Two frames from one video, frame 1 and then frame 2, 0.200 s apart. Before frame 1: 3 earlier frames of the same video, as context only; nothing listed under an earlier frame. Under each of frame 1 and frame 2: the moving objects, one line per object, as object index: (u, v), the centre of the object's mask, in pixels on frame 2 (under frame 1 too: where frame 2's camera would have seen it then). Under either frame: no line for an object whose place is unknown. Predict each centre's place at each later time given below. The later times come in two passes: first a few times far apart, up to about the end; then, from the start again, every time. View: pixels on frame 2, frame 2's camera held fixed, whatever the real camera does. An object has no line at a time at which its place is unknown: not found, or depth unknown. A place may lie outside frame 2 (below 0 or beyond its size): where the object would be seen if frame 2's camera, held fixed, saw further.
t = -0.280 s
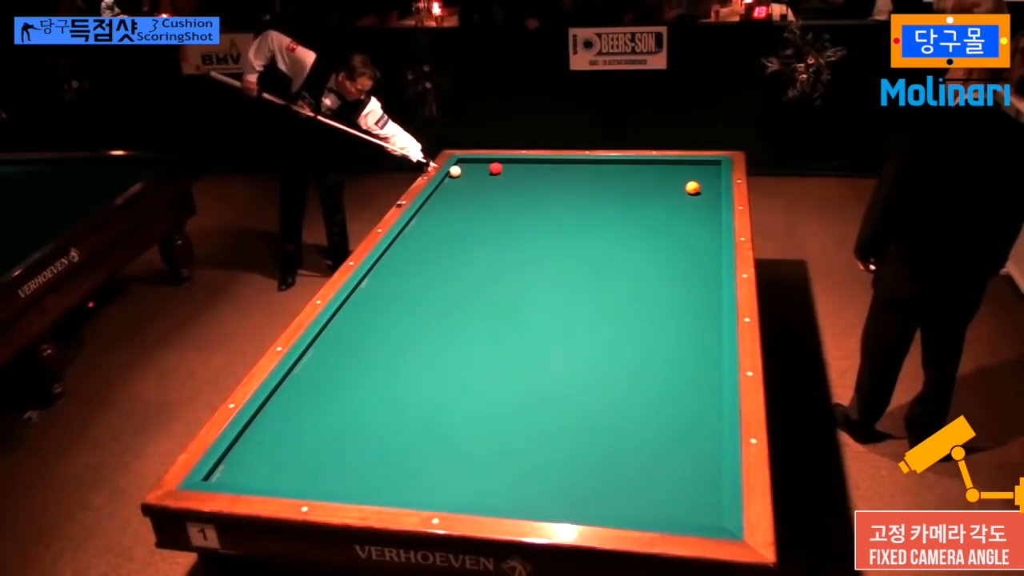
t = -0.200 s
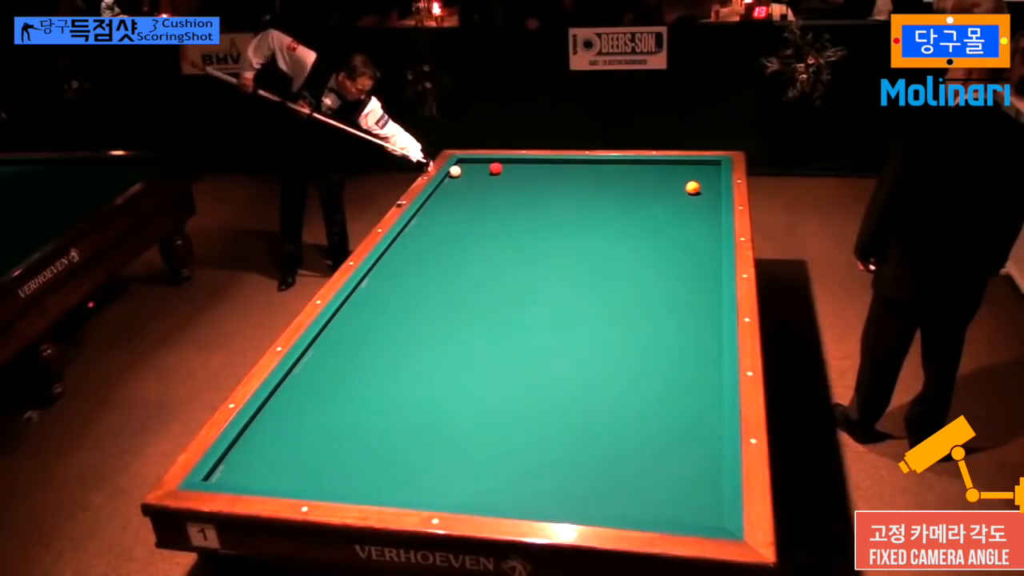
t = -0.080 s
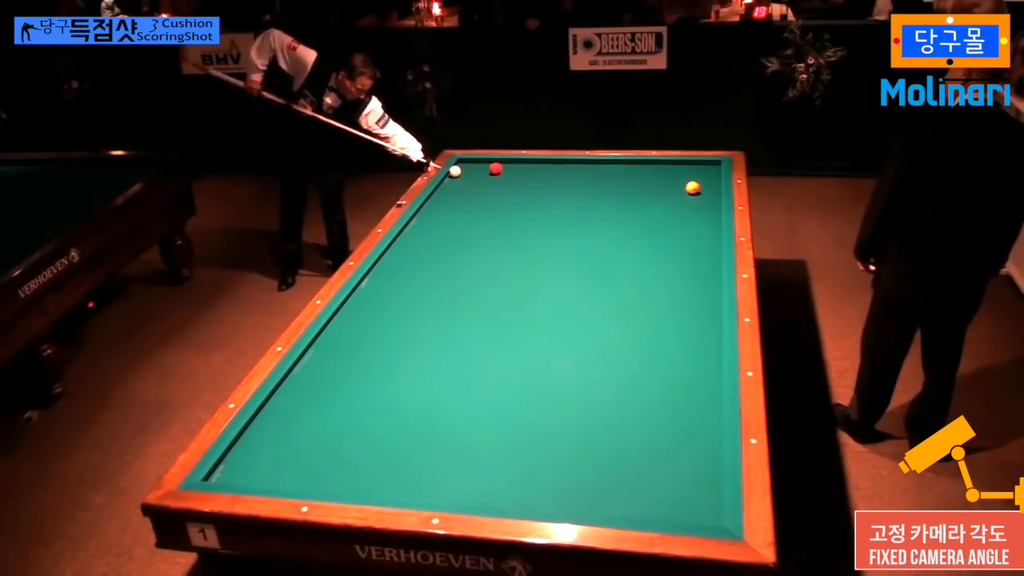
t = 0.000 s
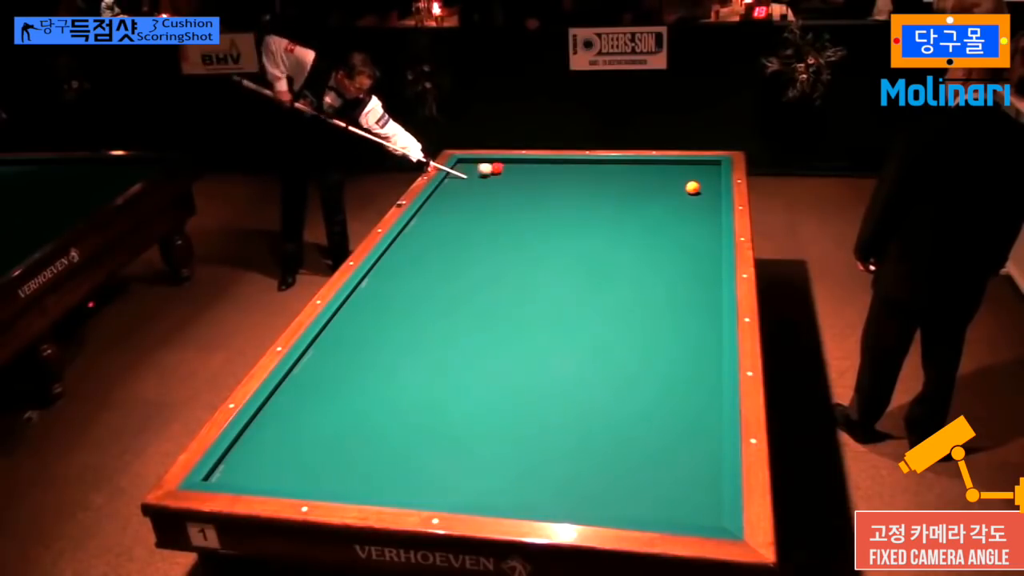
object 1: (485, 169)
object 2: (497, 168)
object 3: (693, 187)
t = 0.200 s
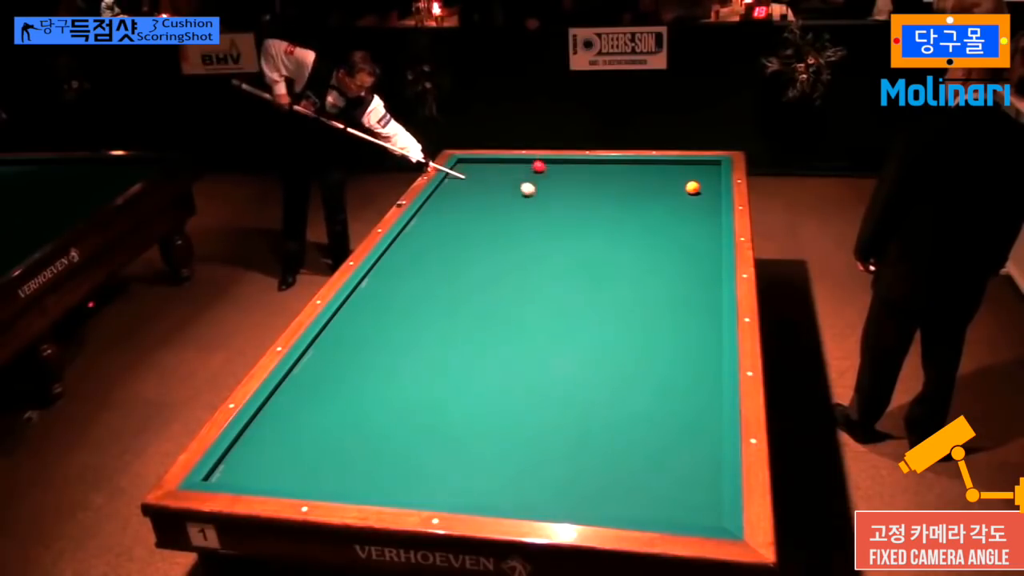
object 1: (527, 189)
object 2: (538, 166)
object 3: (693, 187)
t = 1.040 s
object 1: (713, 294)
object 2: (633, 216)
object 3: (693, 187)
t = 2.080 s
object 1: (472, 456)
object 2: (668, 292)
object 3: (693, 187)
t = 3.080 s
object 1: (353, 317)
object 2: (551, 384)
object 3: (693, 187)
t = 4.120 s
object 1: (509, 241)
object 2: (399, 482)
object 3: (693, 187)
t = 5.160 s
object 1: (619, 187)
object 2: (326, 404)
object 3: (693, 188)
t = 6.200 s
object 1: (702, 171)
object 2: (330, 355)
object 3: (693, 188)
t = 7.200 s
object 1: (690, 184)
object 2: (392, 325)
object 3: (684, 195)
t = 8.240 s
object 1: (675, 187)
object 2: (440, 301)
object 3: (668, 209)
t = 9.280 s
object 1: (671, 188)
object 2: (475, 284)
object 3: (653, 221)
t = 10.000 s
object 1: (670, 188)
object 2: (492, 276)
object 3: (646, 226)
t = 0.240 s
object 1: (535, 193)
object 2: (543, 169)
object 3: (693, 187)
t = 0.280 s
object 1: (543, 197)
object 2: (547, 171)
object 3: (693, 187)
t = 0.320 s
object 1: (551, 201)
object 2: (551, 174)
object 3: (693, 187)
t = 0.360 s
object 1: (558, 206)
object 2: (556, 176)
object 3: (693, 187)
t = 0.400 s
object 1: (566, 210)
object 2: (560, 178)
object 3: (693, 187)
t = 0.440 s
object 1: (573, 214)
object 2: (564, 180)
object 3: (693, 187)
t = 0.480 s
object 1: (581, 219)
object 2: (568, 182)
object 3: (693, 187)
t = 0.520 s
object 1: (589, 223)
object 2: (572, 185)
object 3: (693, 187)
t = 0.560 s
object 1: (597, 228)
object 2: (577, 186)
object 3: (693, 187)
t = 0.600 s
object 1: (606, 232)
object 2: (581, 189)
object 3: (693, 187)
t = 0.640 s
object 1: (615, 237)
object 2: (585, 191)
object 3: (693, 187)
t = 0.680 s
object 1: (624, 242)
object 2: (590, 193)
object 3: (693, 187)
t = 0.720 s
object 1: (633, 247)
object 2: (594, 196)
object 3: (693, 187)
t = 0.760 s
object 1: (642, 252)
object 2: (599, 198)
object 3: (693, 187)
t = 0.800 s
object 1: (652, 258)
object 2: (603, 200)
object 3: (693, 187)
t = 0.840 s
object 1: (662, 263)
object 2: (608, 203)
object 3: (693, 187)
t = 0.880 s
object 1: (673, 269)
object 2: (614, 205)
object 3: (693, 187)
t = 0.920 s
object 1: (683, 275)
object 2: (618, 208)
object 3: (693, 187)
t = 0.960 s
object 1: (694, 281)
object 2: (623, 211)
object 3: (693, 187)
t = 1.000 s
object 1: (705, 287)
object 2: (628, 213)
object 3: (693, 187)
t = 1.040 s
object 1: (713, 294)
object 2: (633, 216)
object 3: (693, 187)
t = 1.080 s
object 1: (704, 301)
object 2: (639, 218)
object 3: (693, 187)
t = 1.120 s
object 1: (695, 308)
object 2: (644, 221)
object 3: (693, 187)
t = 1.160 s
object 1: (686, 315)
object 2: (649, 224)
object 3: (693, 187)
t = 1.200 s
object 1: (677, 323)
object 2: (654, 226)
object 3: (693, 187)
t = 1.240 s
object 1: (669, 330)
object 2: (660, 229)
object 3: (693, 187)
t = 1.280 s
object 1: (662, 339)
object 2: (665, 232)
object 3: (693, 187)
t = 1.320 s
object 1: (654, 347)
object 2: (671, 235)
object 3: (693, 187)
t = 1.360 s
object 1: (646, 355)
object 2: (676, 238)
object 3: (693, 187)
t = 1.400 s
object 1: (638, 364)
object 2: (682, 241)
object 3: (693, 187)
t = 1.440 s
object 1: (630, 373)
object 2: (688, 244)
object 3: (693, 187)
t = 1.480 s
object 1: (621, 382)
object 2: (693, 247)
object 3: (693, 187)
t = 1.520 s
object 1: (613, 392)
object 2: (699, 250)
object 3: (693, 187)
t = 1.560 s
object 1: (603, 402)
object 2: (705, 253)
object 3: (693, 187)
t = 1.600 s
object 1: (594, 412)
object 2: (711, 256)
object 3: (693, 187)
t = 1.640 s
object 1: (584, 423)
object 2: (713, 259)
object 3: (693, 187)
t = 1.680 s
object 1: (574, 434)
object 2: (708, 262)
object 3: (693, 187)
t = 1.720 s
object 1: (564, 445)
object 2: (704, 264)
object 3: (693, 187)
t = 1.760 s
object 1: (553, 457)
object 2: (700, 267)
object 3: (693, 187)
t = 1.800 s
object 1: (542, 469)
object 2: (696, 270)
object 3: (693, 187)
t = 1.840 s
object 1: (531, 482)
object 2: (692, 273)
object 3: (693, 187)
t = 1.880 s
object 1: (519, 494)
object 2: (688, 276)
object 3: (693, 187)
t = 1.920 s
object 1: (507, 497)
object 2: (685, 279)
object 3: (693, 187)
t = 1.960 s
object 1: (498, 488)
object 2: (681, 282)
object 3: (693, 187)
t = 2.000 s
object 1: (489, 476)
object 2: (677, 285)
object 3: (693, 187)
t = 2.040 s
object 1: (480, 466)
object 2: (673, 289)
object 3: (693, 187)
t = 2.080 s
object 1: (472, 456)
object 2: (668, 292)
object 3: (693, 187)
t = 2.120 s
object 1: (464, 447)
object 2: (664, 295)
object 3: (693, 187)
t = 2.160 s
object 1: (456, 439)
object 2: (660, 298)
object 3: (693, 187)
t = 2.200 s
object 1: (448, 432)
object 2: (656, 302)
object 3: (693, 187)
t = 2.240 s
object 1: (441, 425)
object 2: (652, 305)
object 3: (693, 187)
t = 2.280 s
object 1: (433, 419)
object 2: (647, 309)
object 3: (693, 187)
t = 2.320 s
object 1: (426, 412)
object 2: (643, 312)
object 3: (693, 187)
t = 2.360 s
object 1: (419, 406)
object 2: (638, 315)
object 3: (693, 187)
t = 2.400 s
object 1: (412, 400)
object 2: (634, 319)
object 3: (693, 187)
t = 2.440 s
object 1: (406, 394)
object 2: (629, 322)
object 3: (693, 187)
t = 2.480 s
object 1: (399, 388)
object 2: (625, 326)
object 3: (693, 187)
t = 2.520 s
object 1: (393, 382)
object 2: (620, 329)
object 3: (693, 187)
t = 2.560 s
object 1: (387, 377)
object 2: (616, 333)
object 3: (693, 187)
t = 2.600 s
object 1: (381, 371)
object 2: (611, 336)
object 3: (693, 187)
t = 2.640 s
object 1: (375, 366)
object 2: (606, 340)
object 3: (693, 187)
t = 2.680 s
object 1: (369, 361)
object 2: (601, 344)
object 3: (693, 187)
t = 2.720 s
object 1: (364, 356)
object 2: (596, 348)
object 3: (693, 187)
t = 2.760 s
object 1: (358, 351)
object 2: (592, 351)
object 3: (693, 187)
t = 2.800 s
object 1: (353, 346)
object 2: (587, 356)
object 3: (693, 187)
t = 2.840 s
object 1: (348, 341)
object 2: (582, 359)
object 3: (693, 187)
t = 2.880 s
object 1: (343, 337)
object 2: (577, 364)
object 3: (693, 187)
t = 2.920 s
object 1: (338, 332)
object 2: (572, 368)
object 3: (693, 187)
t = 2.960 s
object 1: (333, 328)
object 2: (567, 372)
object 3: (693, 188)
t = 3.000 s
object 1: (336, 323)
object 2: (561, 376)
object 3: (693, 187)
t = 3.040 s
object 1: (345, 320)
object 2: (556, 380)
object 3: (693, 187)
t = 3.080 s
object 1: (353, 317)
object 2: (551, 384)
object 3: (693, 187)
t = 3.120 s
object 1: (361, 313)
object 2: (545, 388)
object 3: (693, 187)
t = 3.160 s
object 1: (368, 310)
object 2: (540, 393)
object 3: (693, 187)
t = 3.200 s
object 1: (374, 306)
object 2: (535, 397)
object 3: (693, 187)
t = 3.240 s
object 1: (381, 303)
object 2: (529, 401)
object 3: (693, 187)
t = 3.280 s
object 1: (388, 299)
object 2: (523, 406)
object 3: (693, 187)
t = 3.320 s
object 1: (395, 296)
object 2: (518, 410)
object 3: (693, 187)
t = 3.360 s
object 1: (402, 293)
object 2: (512, 415)
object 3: (693, 187)
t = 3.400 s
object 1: (408, 290)
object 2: (506, 419)
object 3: (693, 187)
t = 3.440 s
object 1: (415, 287)
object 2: (500, 424)
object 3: (693, 187)
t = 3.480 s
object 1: (421, 284)
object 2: (494, 428)
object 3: (693, 187)
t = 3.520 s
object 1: (427, 281)
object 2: (488, 433)
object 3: (693, 187)
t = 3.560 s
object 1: (433, 278)
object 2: (482, 438)
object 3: (693, 187)
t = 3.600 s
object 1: (439, 275)
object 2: (476, 443)
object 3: (693, 187)
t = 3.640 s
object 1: (445, 272)
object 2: (470, 448)
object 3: (693, 187)
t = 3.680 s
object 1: (451, 269)
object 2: (463, 453)
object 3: (693, 187)
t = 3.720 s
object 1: (456, 266)
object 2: (457, 458)
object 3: (693, 188)
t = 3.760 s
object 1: (462, 264)
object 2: (450, 463)
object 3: (693, 188)
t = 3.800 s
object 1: (468, 261)
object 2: (444, 468)
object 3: (693, 187)
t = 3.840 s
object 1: (473, 258)
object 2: (437, 474)
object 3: (693, 188)
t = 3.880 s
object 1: (479, 256)
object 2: (430, 479)
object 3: (693, 187)
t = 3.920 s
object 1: (484, 253)
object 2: (423, 484)
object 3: (693, 187)
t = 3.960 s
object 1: (489, 250)
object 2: (417, 488)
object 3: (693, 188)
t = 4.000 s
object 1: (495, 248)
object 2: (410, 490)
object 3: (693, 187)
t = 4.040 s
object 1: (500, 245)
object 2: (406, 488)
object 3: (693, 188)
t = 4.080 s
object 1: (504, 243)
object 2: (403, 485)
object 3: (693, 188)
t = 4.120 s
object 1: (509, 241)
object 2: (399, 482)
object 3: (693, 187)
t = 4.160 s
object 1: (515, 238)
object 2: (396, 479)
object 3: (693, 187)
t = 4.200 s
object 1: (519, 236)
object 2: (393, 475)
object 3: (693, 187)
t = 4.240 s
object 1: (524, 233)
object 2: (389, 472)
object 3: (693, 187)
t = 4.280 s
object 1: (529, 231)
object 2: (386, 469)
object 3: (693, 187)
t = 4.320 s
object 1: (533, 229)
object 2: (383, 465)
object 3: (693, 187)
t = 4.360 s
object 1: (538, 227)
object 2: (380, 462)
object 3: (693, 187)
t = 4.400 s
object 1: (543, 224)
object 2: (377, 458)
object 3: (693, 187)
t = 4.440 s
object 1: (547, 222)
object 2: (374, 455)
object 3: (693, 187)
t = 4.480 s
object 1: (552, 220)
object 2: (370, 452)
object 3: (693, 187)
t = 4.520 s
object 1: (556, 218)
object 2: (368, 449)
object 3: (693, 187)
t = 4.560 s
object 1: (560, 216)
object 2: (365, 446)
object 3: (693, 187)
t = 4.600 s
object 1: (564, 214)
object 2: (362, 443)
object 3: (693, 187)
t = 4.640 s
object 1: (569, 212)
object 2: (359, 439)
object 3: (693, 187)
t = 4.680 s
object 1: (573, 210)
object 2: (356, 436)
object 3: (693, 187)
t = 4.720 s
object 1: (577, 208)
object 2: (354, 434)
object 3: (693, 187)
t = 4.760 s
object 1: (581, 206)
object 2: (350, 431)
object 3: (693, 187)
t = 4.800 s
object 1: (585, 204)
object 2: (348, 428)
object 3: (693, 187)
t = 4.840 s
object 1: (589, 202)
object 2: (345, 425)
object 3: (693, 187)
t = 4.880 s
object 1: (593, 200)
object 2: (343, 422)
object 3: (693, 187)
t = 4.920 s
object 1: (597, 198)
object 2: (340, 419)
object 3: (693, 187)
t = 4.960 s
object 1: (601, 196)
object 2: (338, 416)
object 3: (693, 187)
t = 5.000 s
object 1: (604, 194)
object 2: (335, 414)
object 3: (693, 187)
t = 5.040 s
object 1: (608, 192)
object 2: (333, 412)
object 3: (693, 187)
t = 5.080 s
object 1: (612, 191)
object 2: (330, 409)
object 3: (693, 188)
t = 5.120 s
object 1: (616, 189)
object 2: (328, 407)
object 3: (693, 188)
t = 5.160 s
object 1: (619, 187)
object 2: (326, 404)
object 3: (693, 188)
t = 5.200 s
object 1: (623, 185)
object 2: (324, 402)
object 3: (693, 188)
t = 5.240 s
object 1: (626, 184)
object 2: (322, 400)
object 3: (693, 188)
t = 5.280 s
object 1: (630, 182)
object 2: (319, 398)
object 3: (693, 188)
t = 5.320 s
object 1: (633, 180)
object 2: (317, 395)
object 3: (693, 188)
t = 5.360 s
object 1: (637, 179)
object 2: (315, 393)
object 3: (693, 188)
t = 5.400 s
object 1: (640, 177)
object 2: (313, 390)
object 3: (693, 188)
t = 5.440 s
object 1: (644, 175)
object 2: (311, 388)
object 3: (693, 188)
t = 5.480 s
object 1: (647, 173)
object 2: (309, 386)
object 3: (693, 188)
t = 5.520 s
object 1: (650, 172)
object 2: (307, 384)
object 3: (693, 188)
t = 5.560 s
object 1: (653, 170)
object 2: (305, 381)
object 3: (693, 188)
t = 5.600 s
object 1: (657, 169)
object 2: (303, 379)
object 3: (693, 188)
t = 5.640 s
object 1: (660, 167)
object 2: (301, 377)
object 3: (693, 188)
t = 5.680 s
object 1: (663, 166)
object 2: (299, 375)
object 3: (693, 188)
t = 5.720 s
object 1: (666, 164)
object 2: (297, 373)
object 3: (693, 187)
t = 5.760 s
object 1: (669, 163)
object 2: (297, 371)
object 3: (693, 188)
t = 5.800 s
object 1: (671, 162)
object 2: (300, 369)
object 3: (693, 187)
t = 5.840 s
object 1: (674, 163)
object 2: (303, 368)
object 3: (693, 188)
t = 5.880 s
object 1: (677, 164)
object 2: (306, 366)
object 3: (693, 188)
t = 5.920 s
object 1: (680, 165)
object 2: (309, 365)
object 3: (693, 188)
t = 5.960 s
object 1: (683, 166)
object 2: (312, 363)
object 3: (693, 188)
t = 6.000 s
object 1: (686, 167)
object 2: (316, 362)
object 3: (693, 188)
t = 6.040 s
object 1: (690, 168)
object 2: (318, 360)
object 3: (693, 188)
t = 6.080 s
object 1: (692, 168)
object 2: (321, 359)
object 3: (693, 188)
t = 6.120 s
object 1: (695, 169)
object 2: (324, 357)
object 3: (693, 188)
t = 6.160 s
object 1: (699, 170)
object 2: (327, 356)
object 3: (693, 188)
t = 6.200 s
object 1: (702, 171)
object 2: (330, 355)
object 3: (693, 188)
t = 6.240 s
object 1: (705, 172)
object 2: (333, 353)
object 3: (693, 187)
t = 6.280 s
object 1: (708, 173)
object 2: (336, 352)
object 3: (693, 187)
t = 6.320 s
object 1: (710, 174)
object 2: (338, 350)
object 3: (693, 187)
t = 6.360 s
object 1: (713, 175)
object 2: (341, 349)
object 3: (693, 187)
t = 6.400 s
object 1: (714, 176)
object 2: (343, 348)
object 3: (693, 187)
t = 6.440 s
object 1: (713, 177)
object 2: (346, 347)
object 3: (693, 187)
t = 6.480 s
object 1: (711, 178)
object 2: (349, 345)
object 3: (693, 187)
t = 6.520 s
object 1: (709, 178)
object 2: (352, 344)
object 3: (693, 187)
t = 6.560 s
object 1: (708, 179)
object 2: (354, 343)
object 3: (693, 188)
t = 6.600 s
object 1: (706, 180)
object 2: (357, 342)
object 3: (692, 188)
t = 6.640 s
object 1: (704, 181)
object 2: (359, 340)
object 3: (692, 188)
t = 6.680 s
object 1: (703, 182)
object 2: (362, 339)
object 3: (692, 188)
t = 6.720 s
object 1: (701, 182)
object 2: (364, 338)
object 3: (692, 188)
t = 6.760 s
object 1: (700, 182)
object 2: (366, 337)
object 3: (692, 188)
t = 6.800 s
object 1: (699, 183)
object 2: (369, 336)
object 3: (691, 188)
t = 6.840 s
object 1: (698, 183)
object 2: (371, 335)
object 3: (691, 189)
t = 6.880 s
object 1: (697, 183)
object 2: (374, 333)
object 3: (690, 190)
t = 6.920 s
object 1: (696, 183)
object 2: (376, 332)
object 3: (690, 190)
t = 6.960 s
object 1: (695, 183)
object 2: (378, 331)
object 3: (689, 191)
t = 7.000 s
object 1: (694, 183)
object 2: (381, 330)
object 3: (688, 191)
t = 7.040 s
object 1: (694, 183)
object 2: (383, 329)
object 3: (688, 192)
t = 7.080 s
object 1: (693, 184)
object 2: (385, 328)
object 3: (687, 192)
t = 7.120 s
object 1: (692, 184)
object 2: (387, 327)
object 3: (686, 193)
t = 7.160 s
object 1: (691, 184)
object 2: (389, 326)
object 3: (685, 194)
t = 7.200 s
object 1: (690, 184)
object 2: (392, 325)
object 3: (684, 195)
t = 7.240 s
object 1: (689, 184)
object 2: (394, 324)
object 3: (683, 195)
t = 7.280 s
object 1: (688, 185)
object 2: (396, 323)
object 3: (683, 196)
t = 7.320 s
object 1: (687, 185)
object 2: (398, 322)
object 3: (682, 196)
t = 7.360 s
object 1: (687, 185)
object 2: (400, 321)
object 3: (682, 197)
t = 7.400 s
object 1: (686, 185)
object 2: (402, 320)
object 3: (681, 197)
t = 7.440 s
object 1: (685, 186)
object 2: (404, 319)
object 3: (681, 198)
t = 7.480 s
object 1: (685, 186)
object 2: (406, 318)
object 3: (680, 199)
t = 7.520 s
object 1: (684, 186)
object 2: (408, 317)
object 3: (680, 199)
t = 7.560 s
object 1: (683, 186)
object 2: (410, 316)
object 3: (679, 200)
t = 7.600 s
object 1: (683, 186)
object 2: (412, 315)
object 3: (677, 200)
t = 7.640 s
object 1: (682, 186)
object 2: (414, 314)
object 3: (677, 201)
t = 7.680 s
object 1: (682, 186)
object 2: (416, 313)
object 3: (676, 201)
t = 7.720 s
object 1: (681, 186)
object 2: (418, 312)
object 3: (676, 202)
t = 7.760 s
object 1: (681, 187)
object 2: (419, 311)
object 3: (675, 202)
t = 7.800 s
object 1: (680, 187)
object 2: (421, 310)
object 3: (674, 203)
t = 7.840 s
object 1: (680, 187)
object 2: (423, 310)
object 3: (674, 204)
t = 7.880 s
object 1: (679, 187)
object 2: (425, 309)
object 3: (673, 204)
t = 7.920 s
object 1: (678, 187)
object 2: (427, 308)
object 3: (673, 204)
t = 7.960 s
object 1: (678, 187)
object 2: (428, 307)
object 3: (672, 205)
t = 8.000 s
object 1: (678, 187)
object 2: (430, 306)
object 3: (672, 205)
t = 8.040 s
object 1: (677, 187)
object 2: (432, 305)
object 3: (671, 206)
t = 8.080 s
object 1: (677, 187)
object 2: (433, 304)
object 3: (670, 207)
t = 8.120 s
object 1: (676, 187)
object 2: (435, 304)
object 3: (669, 207)
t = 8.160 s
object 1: (676, 187)
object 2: (437, 303)
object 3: (669, 208)
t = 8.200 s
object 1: (676, 187)
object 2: (438, 302)
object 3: (668, 208)
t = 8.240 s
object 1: (675, 187)
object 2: (440, 301)
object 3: (668, 209)
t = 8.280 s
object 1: (675, 187)
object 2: (441, 301)
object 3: (667, 209)
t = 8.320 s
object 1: (674, 187)
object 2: (443, 300)
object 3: (666, 210)
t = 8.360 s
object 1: (674, 187)
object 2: (445, 299)
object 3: (666, 210)
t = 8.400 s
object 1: (674, 188)
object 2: (446, 298)
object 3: (665, 211)
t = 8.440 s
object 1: (673, 188)
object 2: (448, 298)
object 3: (665, 211)
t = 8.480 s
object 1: (673, 188)
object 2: (449, 297)
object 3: (664, 212)
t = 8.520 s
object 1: (673, 188)
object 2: (450, 296)
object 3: (663, 212)
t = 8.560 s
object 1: (673, 188)
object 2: (452, 296)
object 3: (663, 213)
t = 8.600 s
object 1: (672, 188)
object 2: (453, 295)
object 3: (662, 213)
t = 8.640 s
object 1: (672, 188)
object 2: (455, 294)
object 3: (662, 214)
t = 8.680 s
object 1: (672, 188)
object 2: (456, 294)
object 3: (661, 214)
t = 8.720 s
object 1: (672, 188)
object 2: (457, 293)
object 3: (661, 215)
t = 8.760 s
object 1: (672, 188)
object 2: (459, 292)
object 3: (660, 215)
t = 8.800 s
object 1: (671, 188)
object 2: (460, 292)
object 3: (659, 215)
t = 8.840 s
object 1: (671, 188)
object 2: (461, 291)
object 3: (659, 216)
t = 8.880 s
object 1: (671, 188)
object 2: (463, 290)
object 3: (658, 216)
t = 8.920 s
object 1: (671, 188)
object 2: (464, 290)
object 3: (658, 217)
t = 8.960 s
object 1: (671, 188)
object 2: (465, 289)
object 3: (657, 217)
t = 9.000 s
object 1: (671, 188)
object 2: (466, 288)
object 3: (657, 218)
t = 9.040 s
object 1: (671, 188)
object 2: (468, 288)
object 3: (656, 218)
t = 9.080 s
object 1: (671, 188)
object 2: (469, 287)
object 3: (656, 218)
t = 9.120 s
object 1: (671, 188)
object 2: (470, 287)
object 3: (655, 219)
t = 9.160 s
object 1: (671, 188)
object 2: (471, 286)
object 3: (655, 219)
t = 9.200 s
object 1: (671, 188)
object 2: (472, 286)
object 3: (655, 220)
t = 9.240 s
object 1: (671, 188)
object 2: (473, 285)
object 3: (654, 220)
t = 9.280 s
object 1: (671, 188)
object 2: (475, 284)
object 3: (653, 221)
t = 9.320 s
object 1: (671, 188)
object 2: (476, 284)
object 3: (653, 221)
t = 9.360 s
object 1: (670, 188)
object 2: (477, 284)
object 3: (653, 221)
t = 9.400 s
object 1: (670, 188)
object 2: (478, 283)
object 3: (652, 222)
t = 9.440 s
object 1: (670, 188)
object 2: (479, 283)
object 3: (652, 222)
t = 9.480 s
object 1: (670, 188)
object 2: (480, 282)
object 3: (651, 222)
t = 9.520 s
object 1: (670, 188)
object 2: (481, 282)
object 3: (651, 223)
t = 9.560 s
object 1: (670, 188)
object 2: (482, 281)
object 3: (650, 223)
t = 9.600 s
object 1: (670, 188)
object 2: (483, 281)
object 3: (650, 223)
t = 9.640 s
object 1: (670, 188)
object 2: (484, 280)
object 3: (650, 224)
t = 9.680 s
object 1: (670, 188)
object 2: (485, 280)
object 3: (649, 224)
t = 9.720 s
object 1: (670, 188)
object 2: (486, 279)
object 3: (649, 224)
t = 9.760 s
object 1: (670, 188)
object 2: (487, 279)
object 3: (649, 225)
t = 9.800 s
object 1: (670, 188)
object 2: (488, 278)
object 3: (648, 225)
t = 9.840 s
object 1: (670, 188)
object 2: (489, 278)
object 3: (648, 225)
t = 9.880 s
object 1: (670, 188)
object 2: (490, 278)
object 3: (647, 225)
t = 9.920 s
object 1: (670, 188)
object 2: (490, 277)
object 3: (647, 226)
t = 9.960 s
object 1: (670, 188)
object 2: (491, 277)
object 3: (647, 226)
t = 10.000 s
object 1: (670, 188)
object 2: (492, 276)
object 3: (646, 226)
